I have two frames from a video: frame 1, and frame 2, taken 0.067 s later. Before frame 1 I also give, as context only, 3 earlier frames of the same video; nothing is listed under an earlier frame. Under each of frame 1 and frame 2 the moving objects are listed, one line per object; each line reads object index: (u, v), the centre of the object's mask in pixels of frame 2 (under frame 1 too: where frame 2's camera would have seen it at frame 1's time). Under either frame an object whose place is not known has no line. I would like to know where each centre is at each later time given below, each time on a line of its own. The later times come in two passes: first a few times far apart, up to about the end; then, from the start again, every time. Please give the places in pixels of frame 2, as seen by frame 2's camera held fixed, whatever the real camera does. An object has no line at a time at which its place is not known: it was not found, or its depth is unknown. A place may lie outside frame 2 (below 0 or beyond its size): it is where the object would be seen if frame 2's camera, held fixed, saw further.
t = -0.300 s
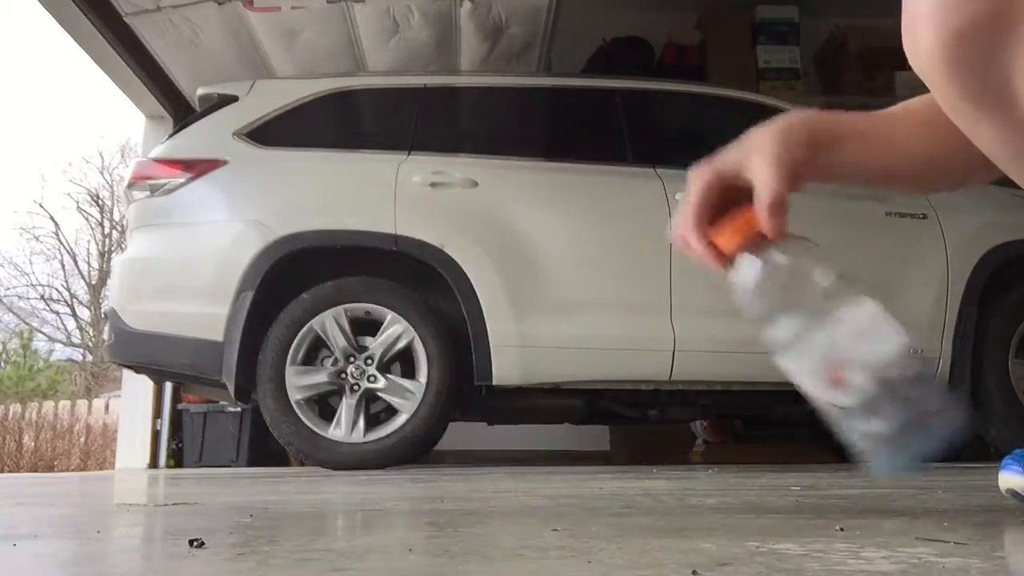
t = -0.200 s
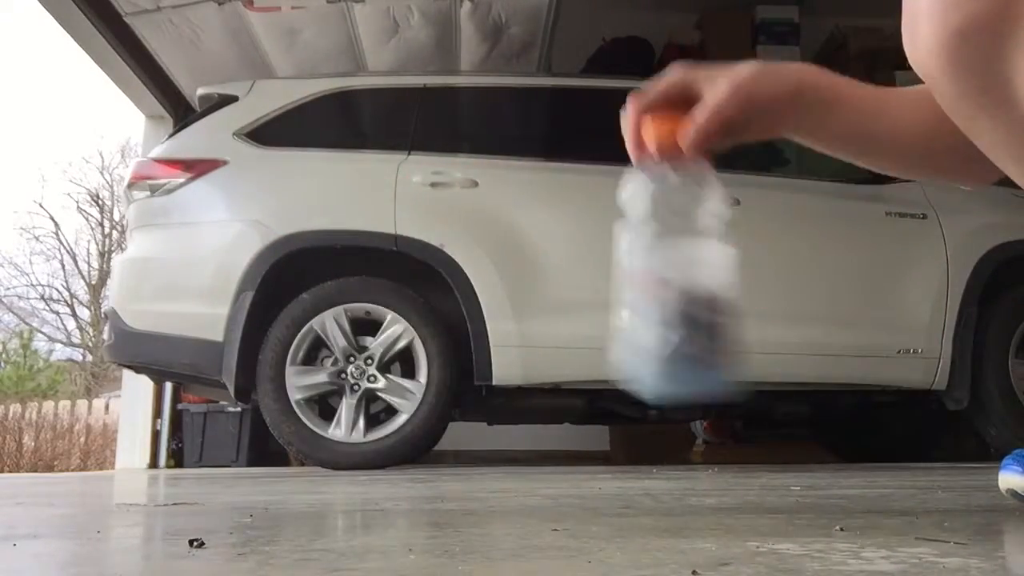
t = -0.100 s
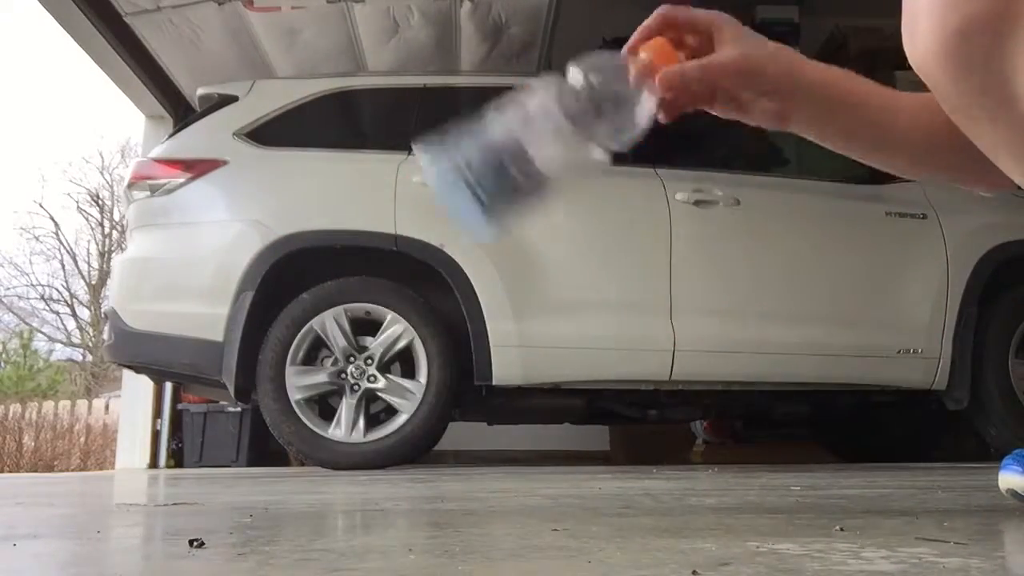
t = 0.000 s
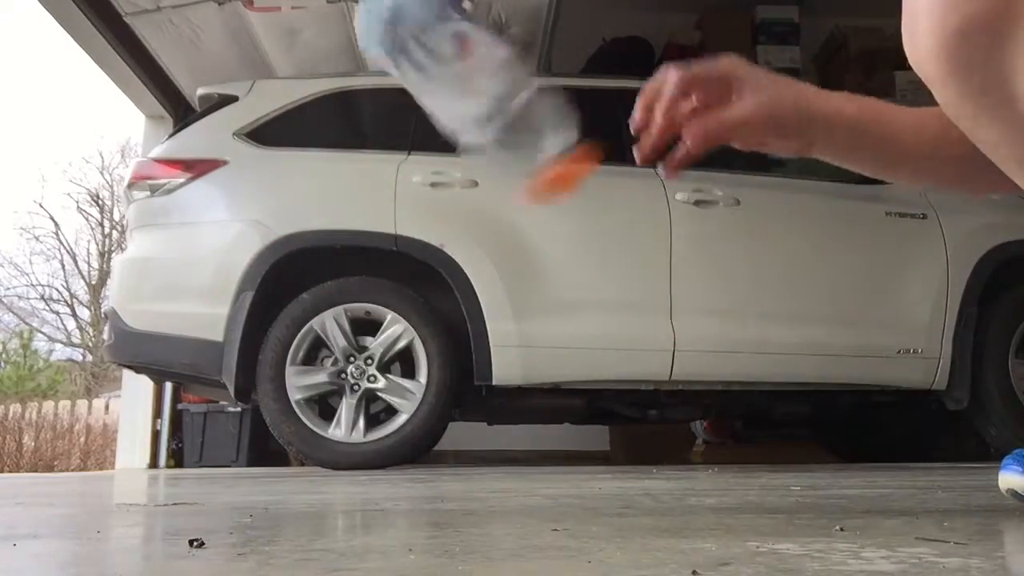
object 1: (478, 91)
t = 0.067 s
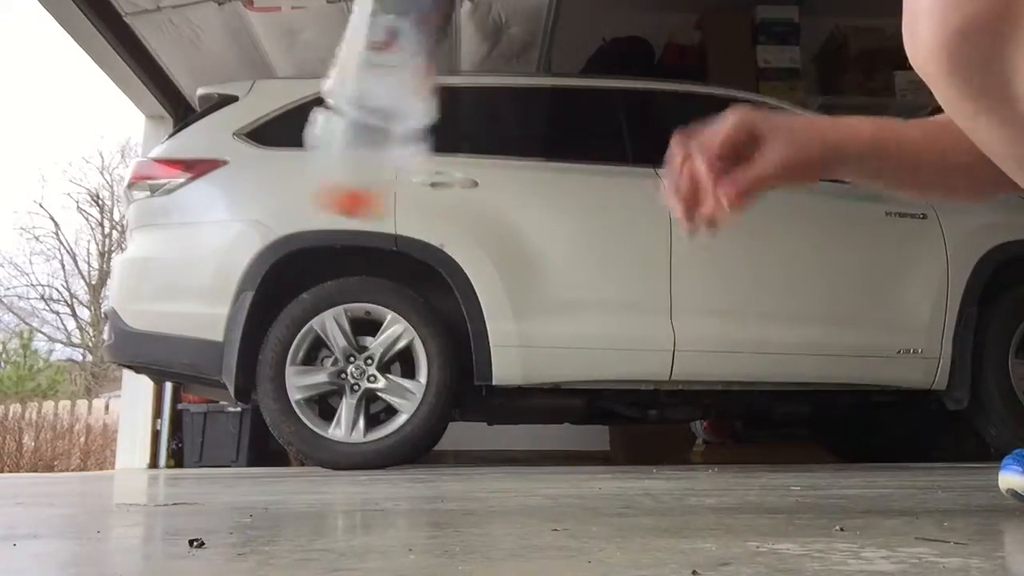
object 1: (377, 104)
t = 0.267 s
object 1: (269, 287)
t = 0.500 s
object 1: (290, 393)
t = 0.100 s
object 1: (339, 88)
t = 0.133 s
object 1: (315, 82)
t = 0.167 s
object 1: (305, 96)
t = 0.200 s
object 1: (291, 129)
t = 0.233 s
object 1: (279, 199)
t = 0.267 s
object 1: (269, 287)
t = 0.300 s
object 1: (258, 384)
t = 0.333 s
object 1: (271, 389)
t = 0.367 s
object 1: (275, 390)
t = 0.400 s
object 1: (283, 390)
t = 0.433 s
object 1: (289, 390)
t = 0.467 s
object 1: (292, 391)
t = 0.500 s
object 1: (290, 393)
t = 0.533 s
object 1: (284, 393)
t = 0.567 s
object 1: (273, 395)
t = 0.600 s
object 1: (272, 396)
